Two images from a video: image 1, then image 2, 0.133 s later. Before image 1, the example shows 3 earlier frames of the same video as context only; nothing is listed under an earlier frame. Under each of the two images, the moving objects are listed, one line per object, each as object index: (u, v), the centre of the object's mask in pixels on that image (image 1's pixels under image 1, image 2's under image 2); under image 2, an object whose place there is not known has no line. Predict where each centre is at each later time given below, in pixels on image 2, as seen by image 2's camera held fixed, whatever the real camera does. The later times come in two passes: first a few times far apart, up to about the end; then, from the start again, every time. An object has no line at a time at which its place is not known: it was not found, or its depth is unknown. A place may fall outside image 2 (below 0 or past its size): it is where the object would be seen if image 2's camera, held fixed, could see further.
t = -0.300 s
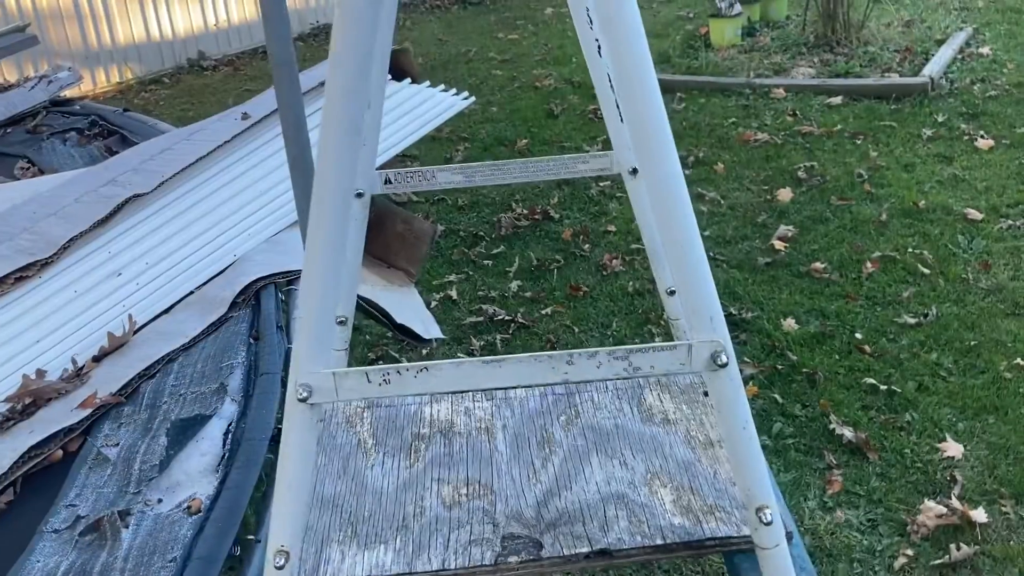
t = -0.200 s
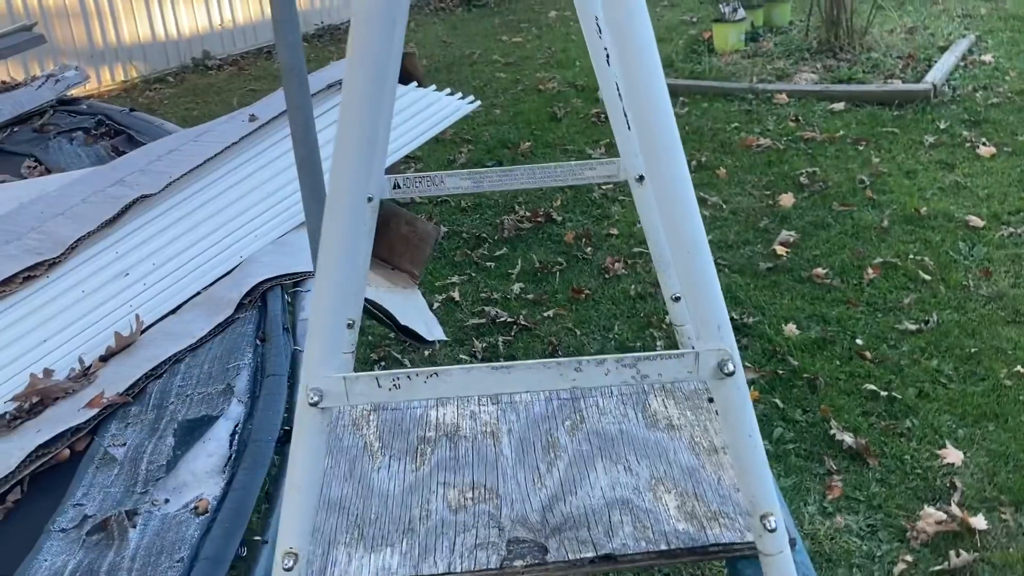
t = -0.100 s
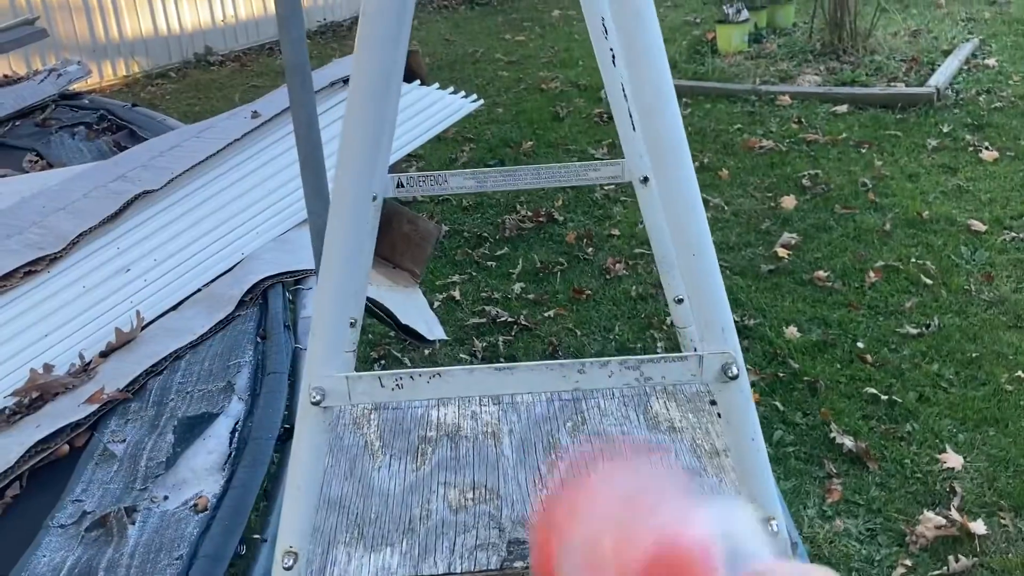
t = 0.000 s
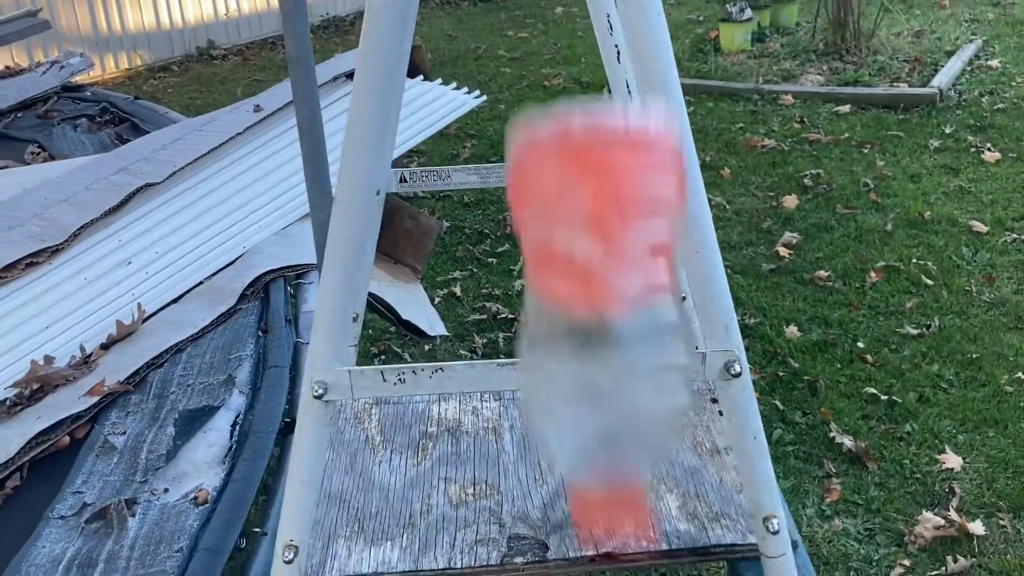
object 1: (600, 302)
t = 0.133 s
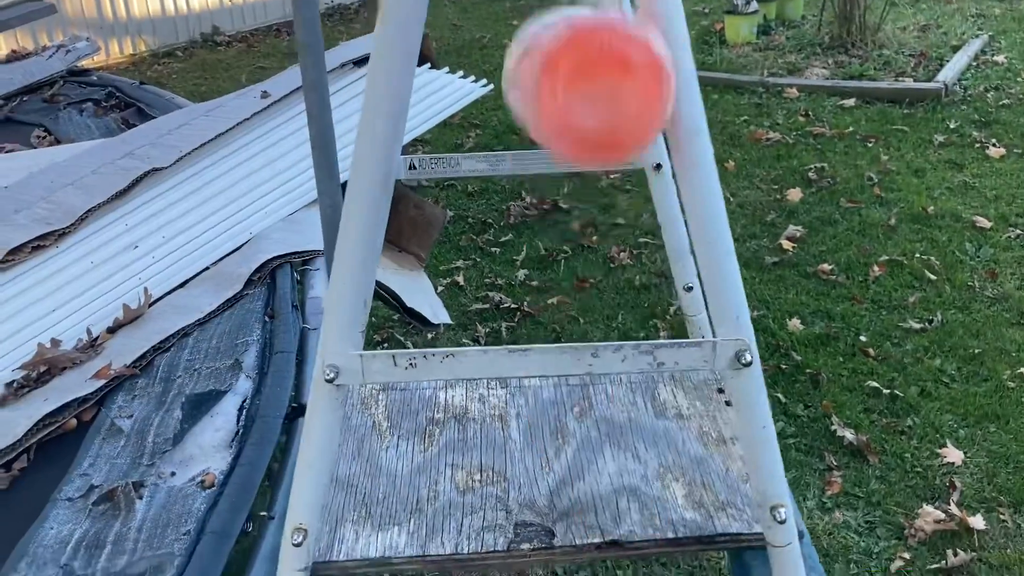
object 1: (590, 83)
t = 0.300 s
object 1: (577, 231)
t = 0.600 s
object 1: (577, 340)
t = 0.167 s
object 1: (582, 103)
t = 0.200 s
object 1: (576, 127)
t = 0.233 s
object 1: (575, 154)
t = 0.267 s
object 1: (575, 192)
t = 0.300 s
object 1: (577, 231)
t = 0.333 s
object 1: (578, 296)
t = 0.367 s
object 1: (575, 345)
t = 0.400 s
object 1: (580, 341)
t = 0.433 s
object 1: (578, 340)
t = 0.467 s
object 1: (576, 341)
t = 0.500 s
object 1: (578, 340)
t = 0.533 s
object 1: (577, 341)
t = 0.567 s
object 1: (577, 341)
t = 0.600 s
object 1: (577, 340)
